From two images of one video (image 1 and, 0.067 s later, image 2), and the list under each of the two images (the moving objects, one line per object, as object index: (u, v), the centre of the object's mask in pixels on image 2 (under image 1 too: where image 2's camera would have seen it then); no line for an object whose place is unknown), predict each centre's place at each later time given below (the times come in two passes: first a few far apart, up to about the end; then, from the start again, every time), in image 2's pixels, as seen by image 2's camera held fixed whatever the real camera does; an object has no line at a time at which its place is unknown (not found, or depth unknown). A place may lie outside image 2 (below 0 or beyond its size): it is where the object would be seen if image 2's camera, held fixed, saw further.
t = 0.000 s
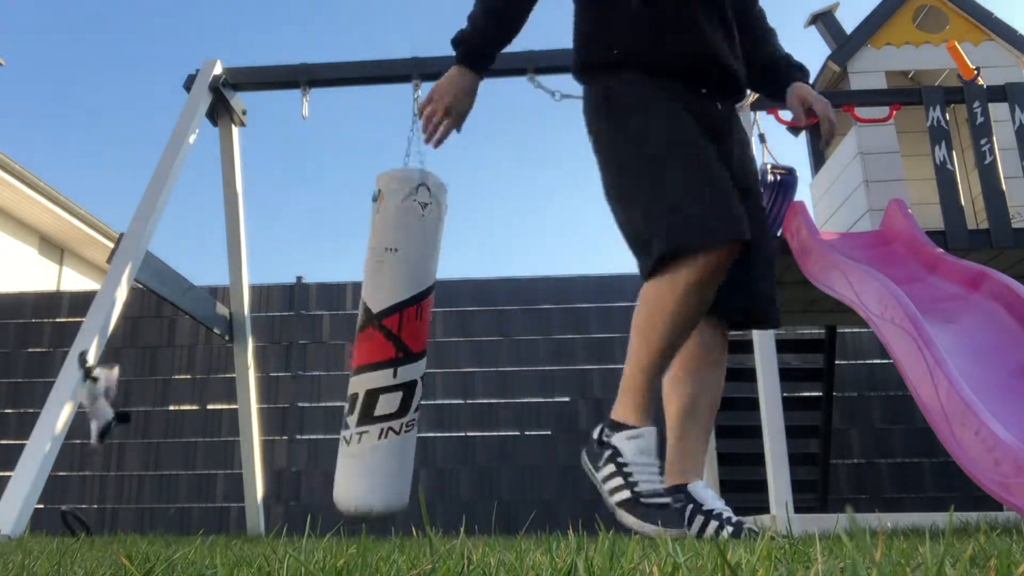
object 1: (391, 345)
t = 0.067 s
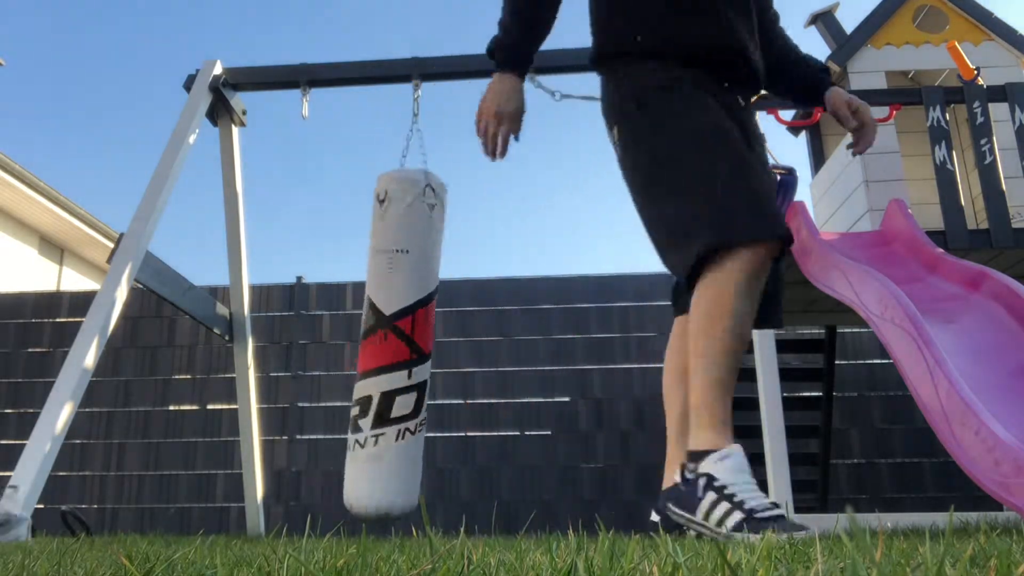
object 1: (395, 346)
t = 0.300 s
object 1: (416, 348)
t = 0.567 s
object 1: (439, 346)
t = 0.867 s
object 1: (452, 341)
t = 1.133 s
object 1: (444, 341)
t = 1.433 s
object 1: (414, 337)
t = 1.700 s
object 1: (388, 343)
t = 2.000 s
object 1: (378, 346)
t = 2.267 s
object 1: (387, 345)
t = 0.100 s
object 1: (398, 346)
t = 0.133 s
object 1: (400, 346)
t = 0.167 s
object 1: (403, 347)
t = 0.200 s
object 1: (406, 347)
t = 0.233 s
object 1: (409, 348)
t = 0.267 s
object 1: (412, 348)
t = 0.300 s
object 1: (416, 348)
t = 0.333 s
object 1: (420, 347)
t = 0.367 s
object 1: (423, 347)
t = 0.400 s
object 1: (427, 346)
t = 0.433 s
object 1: (430, 346)
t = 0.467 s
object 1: (432, 346)
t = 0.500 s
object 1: (435, 346)
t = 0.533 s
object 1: (437, 346)
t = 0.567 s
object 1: (439, 346)
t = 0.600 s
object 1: (441, 344)
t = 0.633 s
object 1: (443, 344)
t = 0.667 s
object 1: (444, 344)
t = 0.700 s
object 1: (446, 343)
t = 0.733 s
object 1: (448, 343)
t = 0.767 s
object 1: (449, 343)
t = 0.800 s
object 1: (450, 342)
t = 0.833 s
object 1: (451, 342)
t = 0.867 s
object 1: (452, 341)
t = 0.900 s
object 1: (453, 341)
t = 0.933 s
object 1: (453, 342)
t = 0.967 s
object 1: (452, 342)
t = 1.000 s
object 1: (452, 343)
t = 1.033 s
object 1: (450, 341)
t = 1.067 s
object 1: (448, 341)
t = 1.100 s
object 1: (446, 341)
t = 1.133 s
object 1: (444, 341)
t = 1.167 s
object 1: (441, 340)
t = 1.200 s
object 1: (438, 339)
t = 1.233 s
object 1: (435, 338)
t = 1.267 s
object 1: (432, 337)
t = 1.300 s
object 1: (428, 337)
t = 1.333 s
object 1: (425, 335)
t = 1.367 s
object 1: (421, 335)
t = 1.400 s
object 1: (418, 336)
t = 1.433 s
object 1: (414, 337)
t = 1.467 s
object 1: (411, 338)
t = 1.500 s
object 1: (407, 339)
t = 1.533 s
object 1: (403, 340)
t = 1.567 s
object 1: (400, 340)
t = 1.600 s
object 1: (396, 341)
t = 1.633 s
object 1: (393, 341)
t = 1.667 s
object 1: (390, 342)
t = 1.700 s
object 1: (388, 343)
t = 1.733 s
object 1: (385, 344)
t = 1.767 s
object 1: (384, 345)
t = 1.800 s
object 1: (382, 345)
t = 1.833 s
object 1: (381, 345)
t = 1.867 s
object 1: (380, 345)
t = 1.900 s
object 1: (379, 345)
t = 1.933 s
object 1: (379, 346)
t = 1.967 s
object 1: (378, 346)
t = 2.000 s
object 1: (378, 346)
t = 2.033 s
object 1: (378, 346)
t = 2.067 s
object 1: (379, 345)
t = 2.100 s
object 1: (379, 345)
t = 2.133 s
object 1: (380, 345)
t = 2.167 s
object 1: (381, 345)
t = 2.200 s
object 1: (383, 344)
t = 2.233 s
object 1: (385, 345)
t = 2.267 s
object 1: (387, 345)
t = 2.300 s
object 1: (389, 345)
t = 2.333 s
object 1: (391, 344)
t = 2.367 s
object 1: (394, 344)
